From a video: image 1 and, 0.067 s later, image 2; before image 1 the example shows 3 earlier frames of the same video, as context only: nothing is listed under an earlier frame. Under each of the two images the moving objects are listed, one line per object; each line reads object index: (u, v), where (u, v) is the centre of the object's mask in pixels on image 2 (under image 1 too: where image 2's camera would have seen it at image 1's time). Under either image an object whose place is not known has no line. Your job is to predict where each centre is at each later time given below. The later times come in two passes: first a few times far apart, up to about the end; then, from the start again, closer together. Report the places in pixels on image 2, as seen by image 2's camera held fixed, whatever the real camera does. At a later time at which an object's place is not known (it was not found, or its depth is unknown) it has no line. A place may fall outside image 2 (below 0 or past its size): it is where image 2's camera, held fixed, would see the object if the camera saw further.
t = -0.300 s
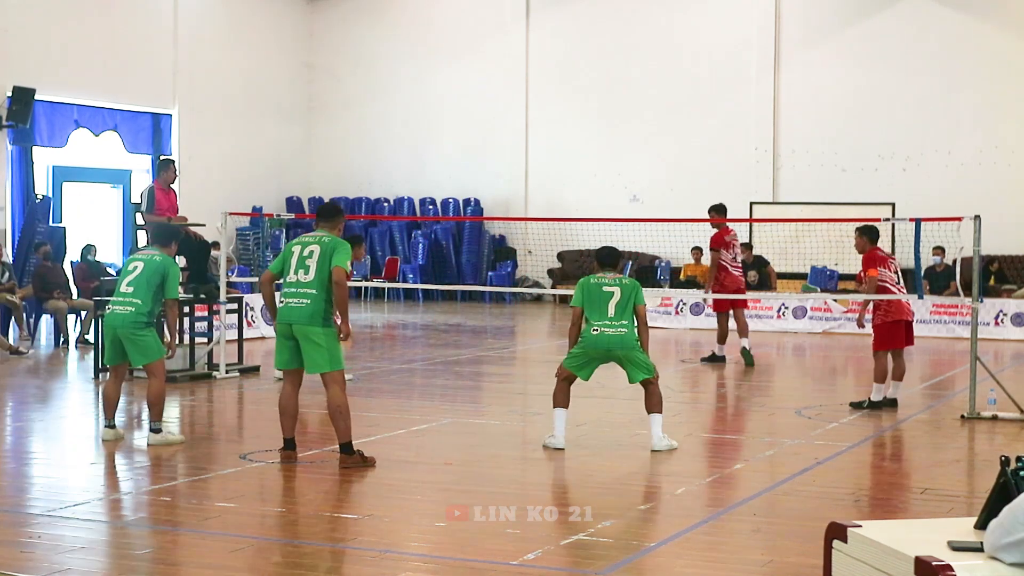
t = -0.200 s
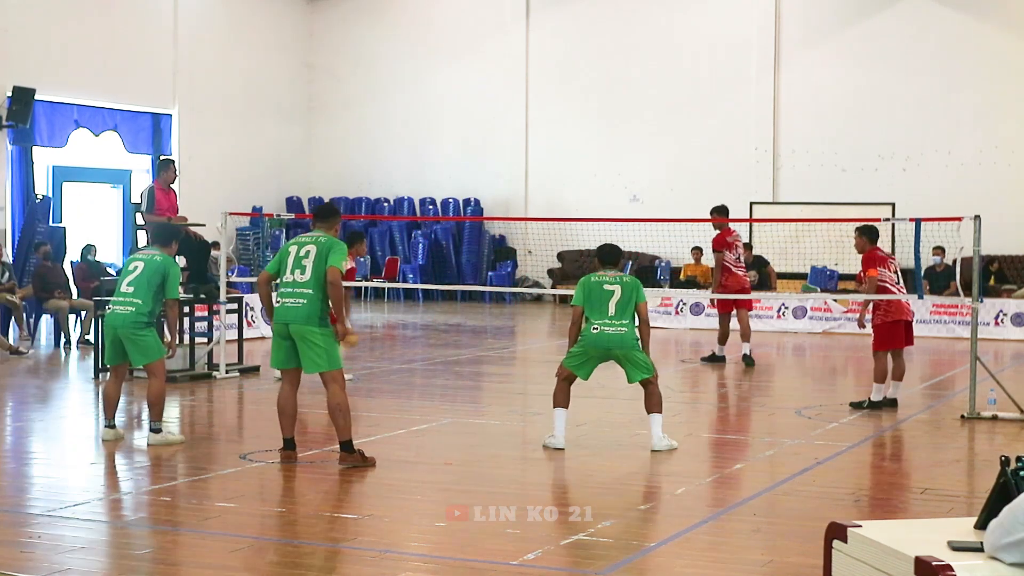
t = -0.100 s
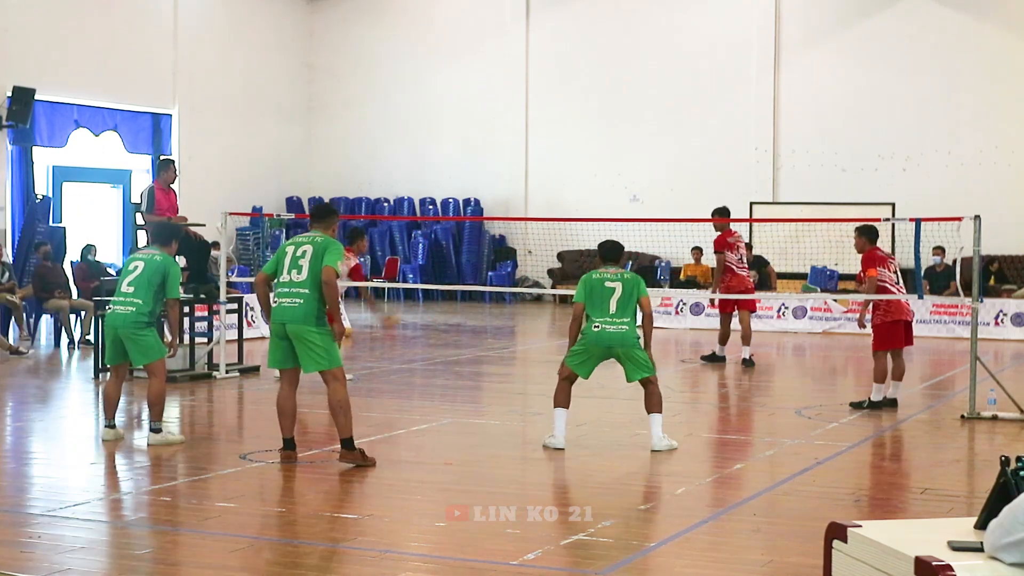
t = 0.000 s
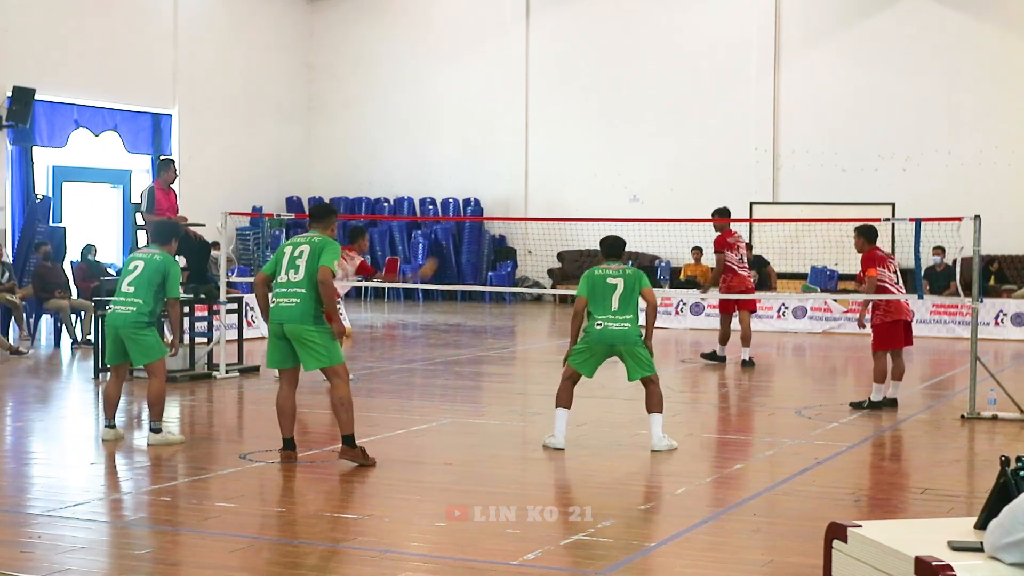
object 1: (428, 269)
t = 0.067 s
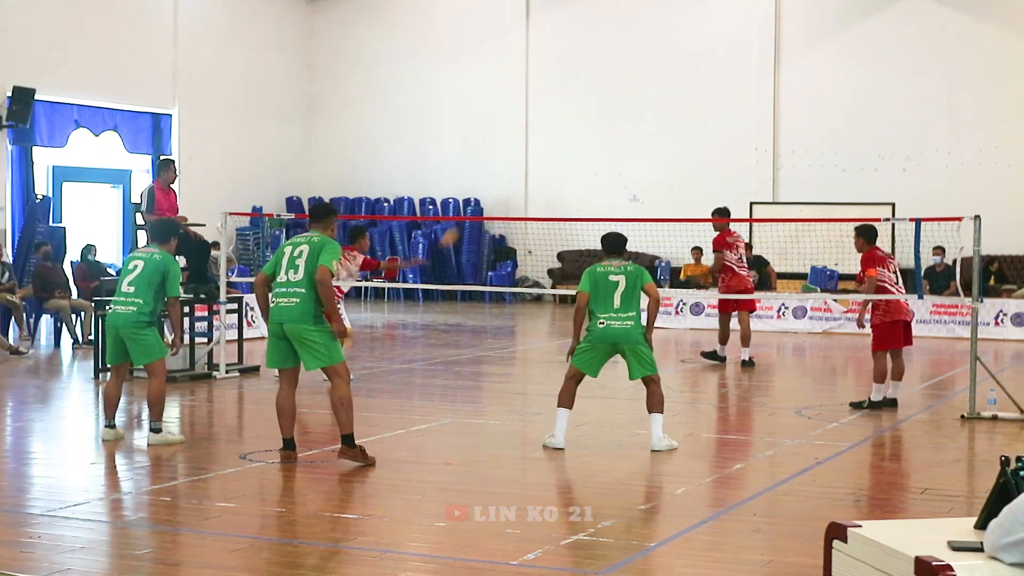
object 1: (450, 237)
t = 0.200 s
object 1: (490, 192)
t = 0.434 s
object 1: (556, 157)
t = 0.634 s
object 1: (608, 169)
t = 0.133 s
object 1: (471, 211)
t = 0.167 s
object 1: (480, 202)
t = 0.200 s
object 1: (490, 192)
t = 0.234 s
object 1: (500, 184)
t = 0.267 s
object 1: (509, 177)
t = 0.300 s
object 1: (519, 171)
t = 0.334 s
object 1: (529, 165)
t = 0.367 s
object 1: (539, 162)
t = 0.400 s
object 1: (548, 159)
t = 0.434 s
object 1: (556, 157)
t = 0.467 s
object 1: (565, 156)
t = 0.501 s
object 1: (574, 157)
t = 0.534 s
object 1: (583, 158)
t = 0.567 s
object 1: (592, 161)
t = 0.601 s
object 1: (600, 164)
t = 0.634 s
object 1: (608, 169)
